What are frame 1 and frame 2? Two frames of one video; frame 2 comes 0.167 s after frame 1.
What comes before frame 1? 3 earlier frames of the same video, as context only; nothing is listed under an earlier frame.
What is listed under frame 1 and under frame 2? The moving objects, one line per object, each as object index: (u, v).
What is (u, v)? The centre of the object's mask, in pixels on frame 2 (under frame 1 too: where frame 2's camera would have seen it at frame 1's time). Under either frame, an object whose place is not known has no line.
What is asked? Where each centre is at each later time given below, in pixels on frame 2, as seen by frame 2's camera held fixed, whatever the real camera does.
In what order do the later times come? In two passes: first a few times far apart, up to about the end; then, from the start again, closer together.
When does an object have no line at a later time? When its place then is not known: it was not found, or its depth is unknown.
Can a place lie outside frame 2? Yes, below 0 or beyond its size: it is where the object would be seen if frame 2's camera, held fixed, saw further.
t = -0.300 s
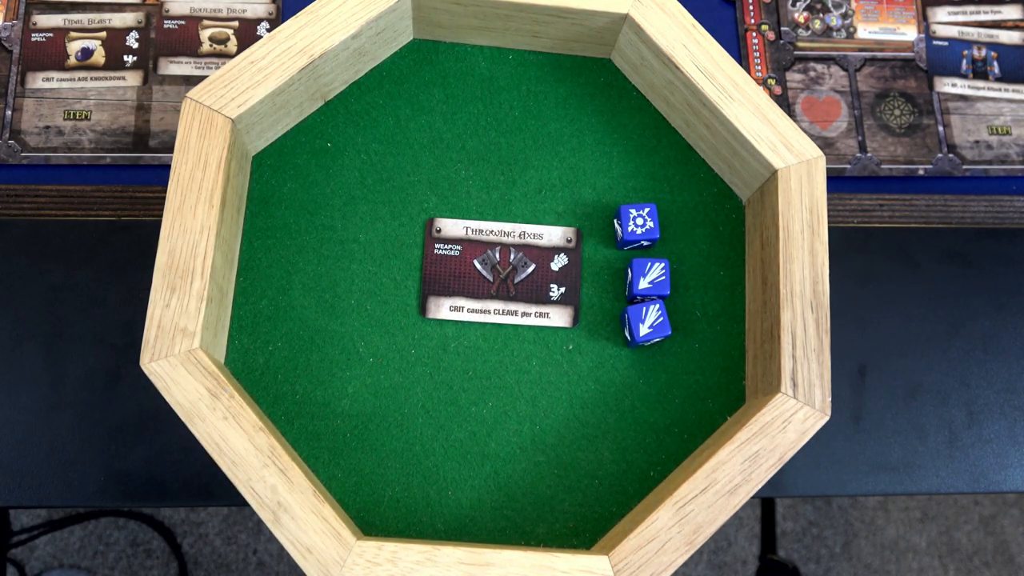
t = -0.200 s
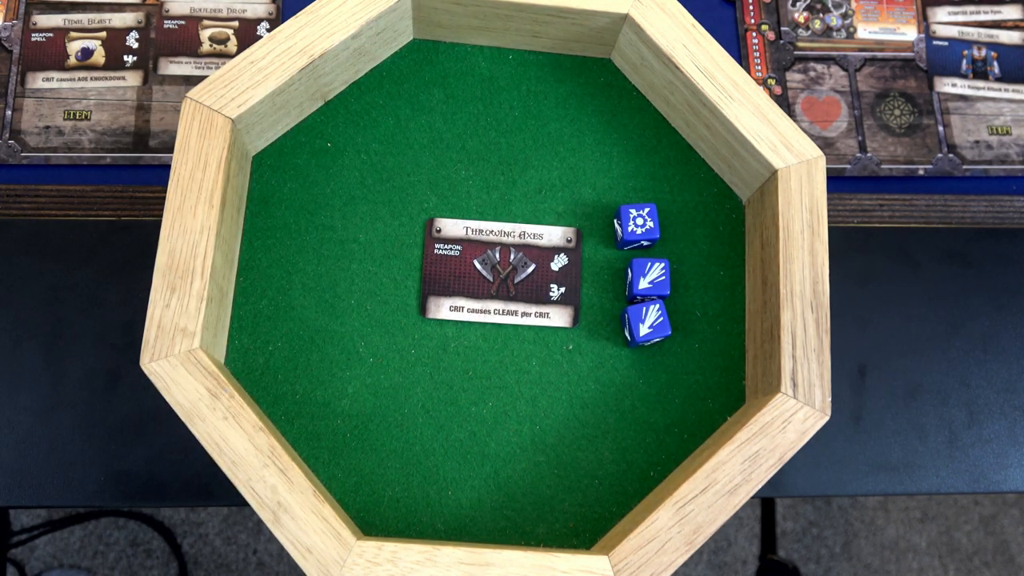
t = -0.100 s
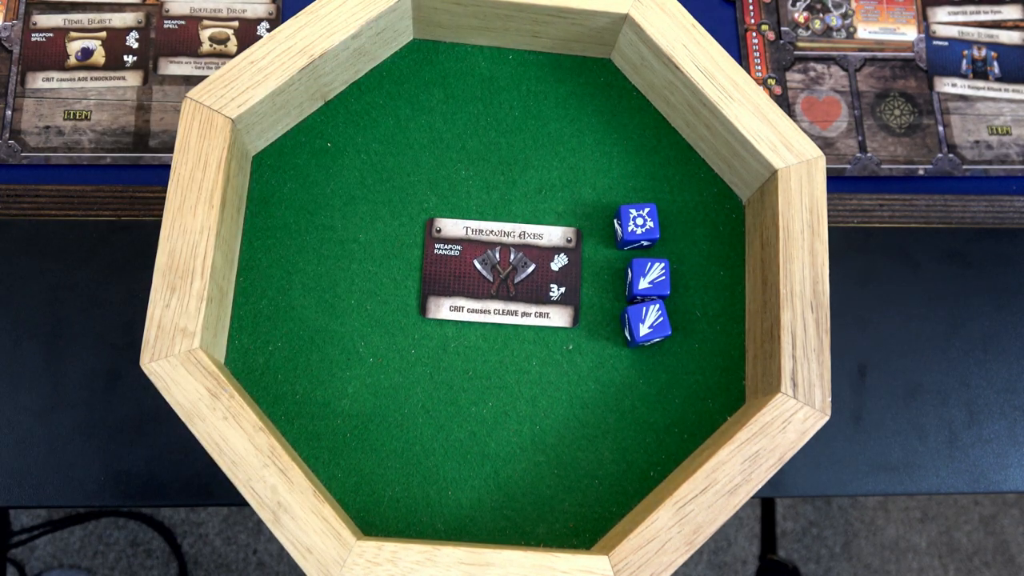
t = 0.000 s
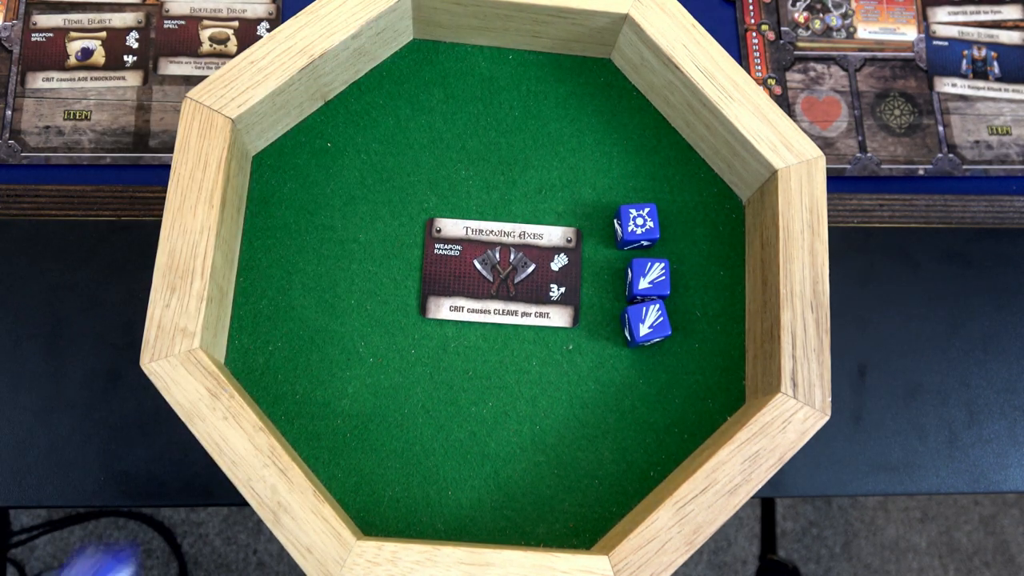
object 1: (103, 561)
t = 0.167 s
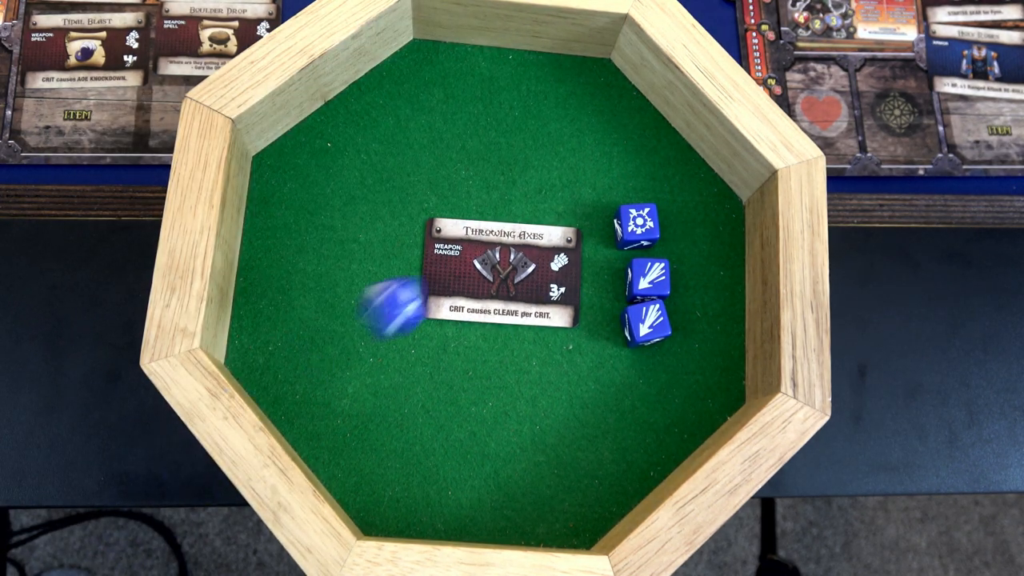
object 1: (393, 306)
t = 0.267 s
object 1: (472, 189)
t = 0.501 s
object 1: (440, 187)
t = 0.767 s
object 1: (393, 276)
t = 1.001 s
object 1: (393, 276)
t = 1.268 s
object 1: (393, 276)
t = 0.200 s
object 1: (438, 283)
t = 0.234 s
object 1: (457, 233)
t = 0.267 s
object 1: (472, 189)
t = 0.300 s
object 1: (482, 137)
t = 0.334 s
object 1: (485, 85)
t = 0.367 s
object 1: (485, 47)
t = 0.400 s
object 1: (476, 86)
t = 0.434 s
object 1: (467, 131)
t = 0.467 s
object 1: (455, 159)
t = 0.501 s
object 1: (440, 187)
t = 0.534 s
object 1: (428, 210)
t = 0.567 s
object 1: (420, 229)
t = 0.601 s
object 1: (411, 247)
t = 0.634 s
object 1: (401, 259)
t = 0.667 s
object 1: (395, 266)
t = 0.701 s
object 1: (392, 272)
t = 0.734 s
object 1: (392, 275)
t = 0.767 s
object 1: (393, 276)
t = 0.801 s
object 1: (393, 276)
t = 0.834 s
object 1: (393, 276)
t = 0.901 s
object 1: (393, 276)
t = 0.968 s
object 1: (393, 276)
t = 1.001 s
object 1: (393, 276)
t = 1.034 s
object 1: (393, 276)
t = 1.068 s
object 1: (393, 276)
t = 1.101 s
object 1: (393, 276)
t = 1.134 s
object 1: (393, 276)
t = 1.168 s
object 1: (393, 276)
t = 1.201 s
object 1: (393, 276)
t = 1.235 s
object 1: (393, 276)
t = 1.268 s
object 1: (393, 276)
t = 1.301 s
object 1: (393, 276)
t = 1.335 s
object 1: (393, 276)
